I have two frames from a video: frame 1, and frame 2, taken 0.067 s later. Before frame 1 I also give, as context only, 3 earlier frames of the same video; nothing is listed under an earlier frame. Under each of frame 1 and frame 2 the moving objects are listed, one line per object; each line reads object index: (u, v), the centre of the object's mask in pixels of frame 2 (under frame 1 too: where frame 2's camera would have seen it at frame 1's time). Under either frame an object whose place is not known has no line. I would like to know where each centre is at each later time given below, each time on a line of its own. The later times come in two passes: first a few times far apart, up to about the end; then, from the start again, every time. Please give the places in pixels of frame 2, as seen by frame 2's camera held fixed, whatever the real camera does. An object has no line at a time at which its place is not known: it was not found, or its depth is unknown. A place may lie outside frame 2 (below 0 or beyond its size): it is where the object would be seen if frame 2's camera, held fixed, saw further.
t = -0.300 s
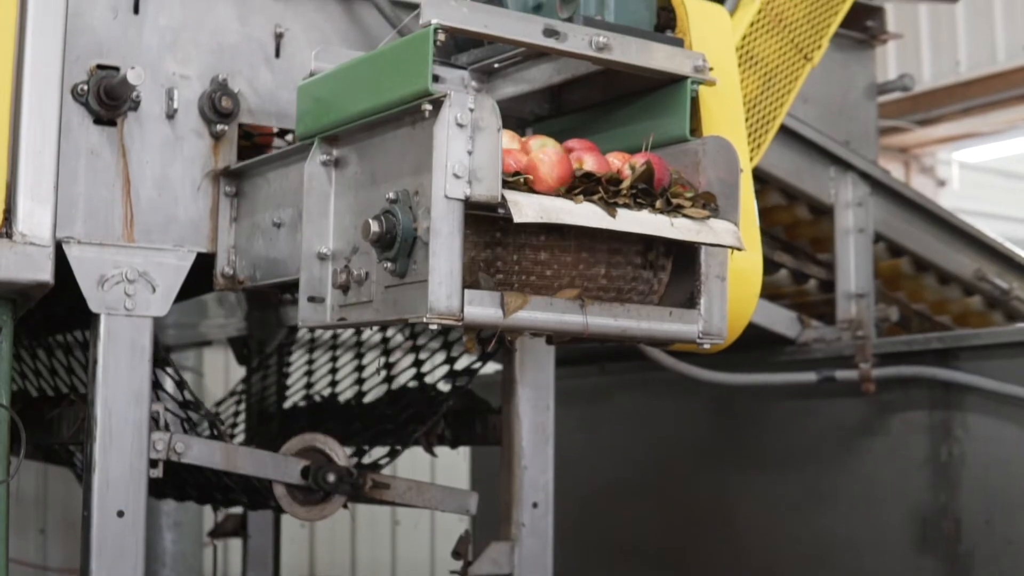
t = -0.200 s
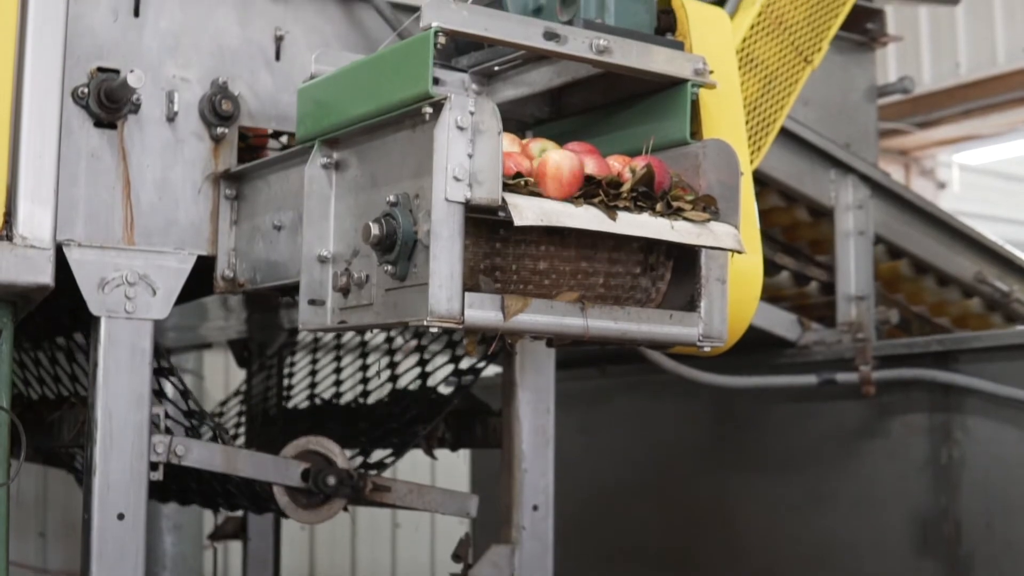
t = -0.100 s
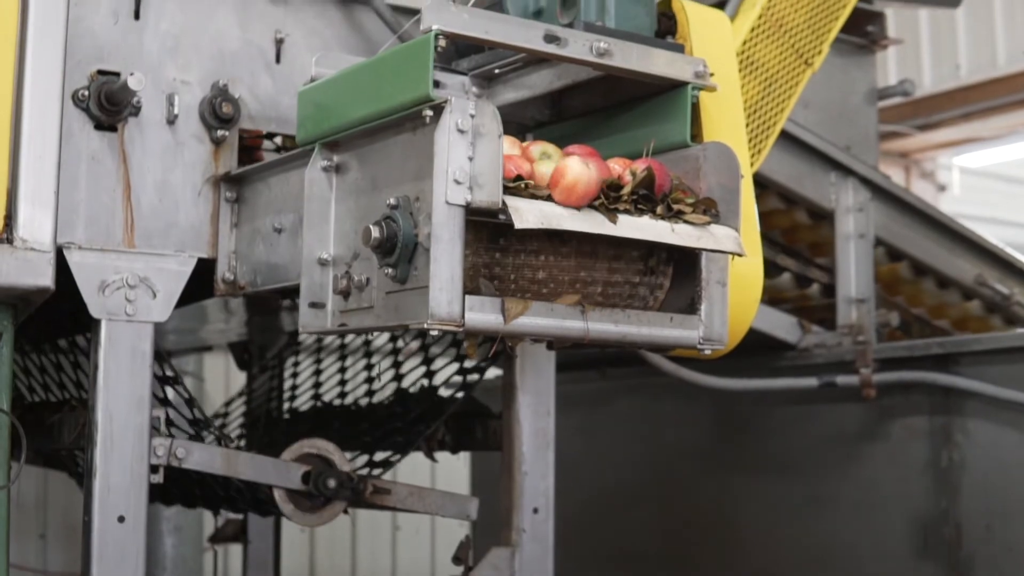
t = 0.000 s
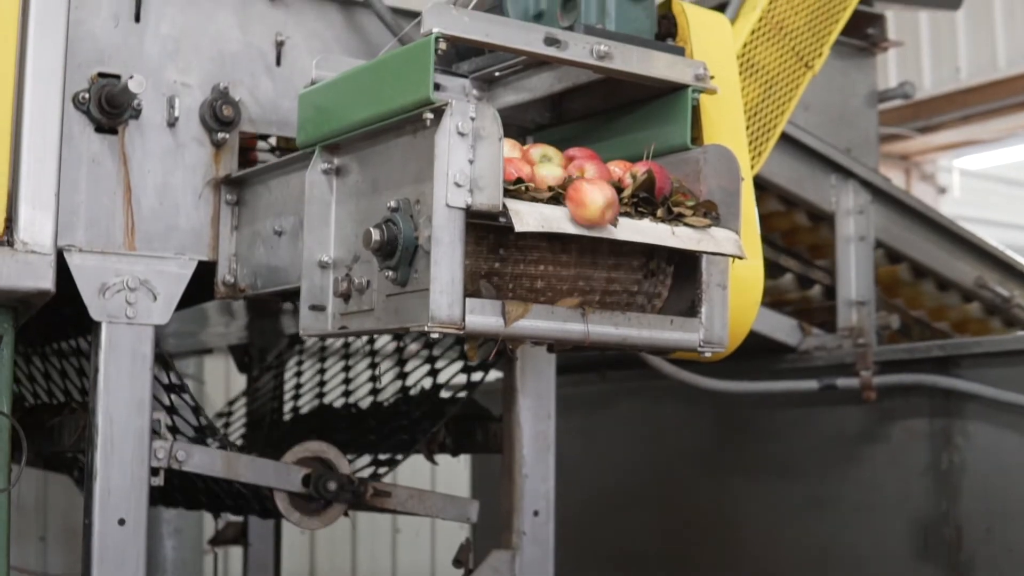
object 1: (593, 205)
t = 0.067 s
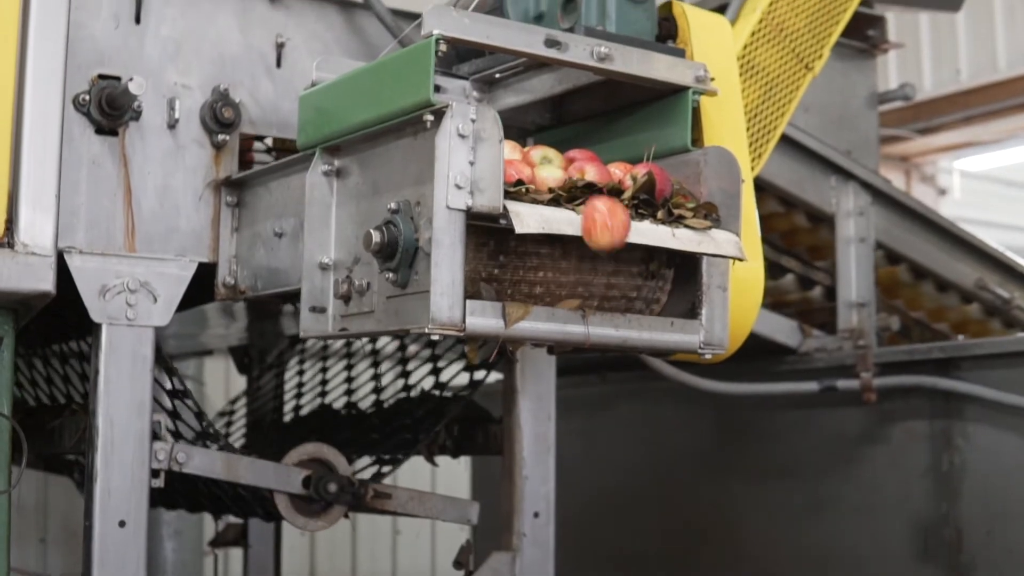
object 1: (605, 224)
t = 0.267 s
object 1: (648, 356)
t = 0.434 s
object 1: (687, 550)
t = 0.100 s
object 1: (612, 239)
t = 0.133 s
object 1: (619, 256)
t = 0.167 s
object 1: (626, 274)
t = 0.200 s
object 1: (633, 296)
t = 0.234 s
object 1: (640, 324)
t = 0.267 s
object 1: (648, 356)
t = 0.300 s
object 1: (656, 391)
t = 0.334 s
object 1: (665, 428)
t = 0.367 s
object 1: (673, 472)
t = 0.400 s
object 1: (681, 519)
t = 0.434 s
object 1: (687, 550)
